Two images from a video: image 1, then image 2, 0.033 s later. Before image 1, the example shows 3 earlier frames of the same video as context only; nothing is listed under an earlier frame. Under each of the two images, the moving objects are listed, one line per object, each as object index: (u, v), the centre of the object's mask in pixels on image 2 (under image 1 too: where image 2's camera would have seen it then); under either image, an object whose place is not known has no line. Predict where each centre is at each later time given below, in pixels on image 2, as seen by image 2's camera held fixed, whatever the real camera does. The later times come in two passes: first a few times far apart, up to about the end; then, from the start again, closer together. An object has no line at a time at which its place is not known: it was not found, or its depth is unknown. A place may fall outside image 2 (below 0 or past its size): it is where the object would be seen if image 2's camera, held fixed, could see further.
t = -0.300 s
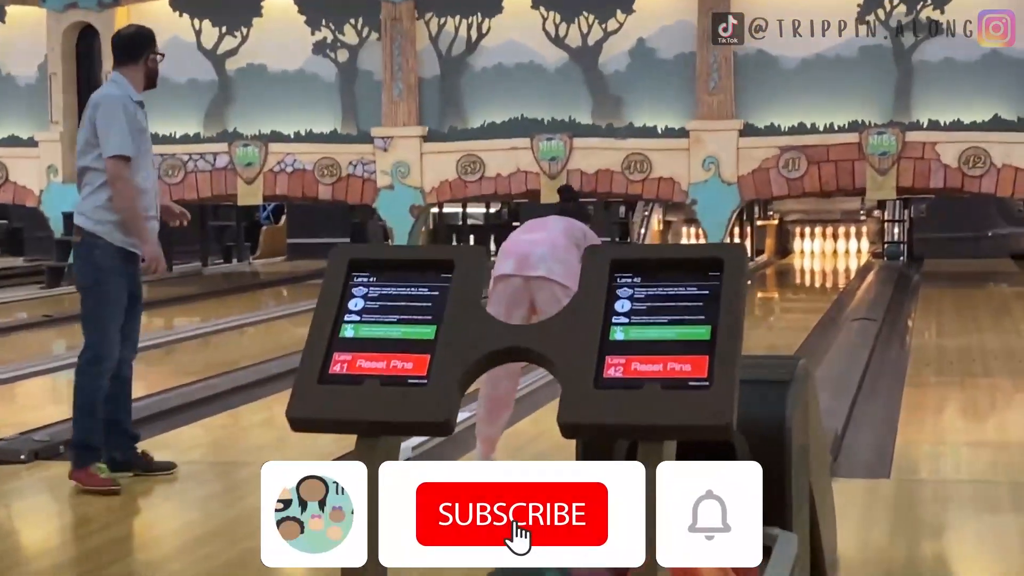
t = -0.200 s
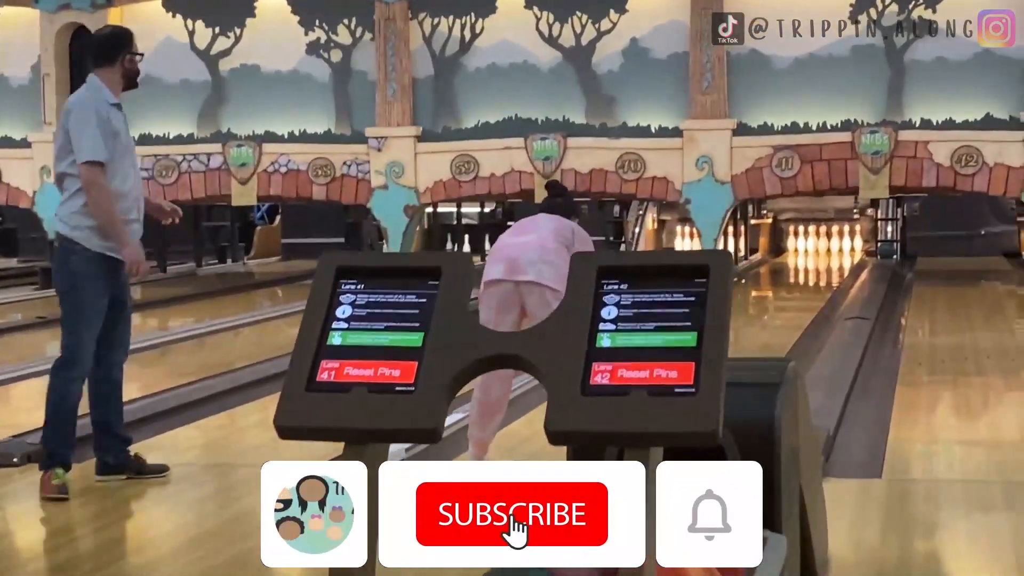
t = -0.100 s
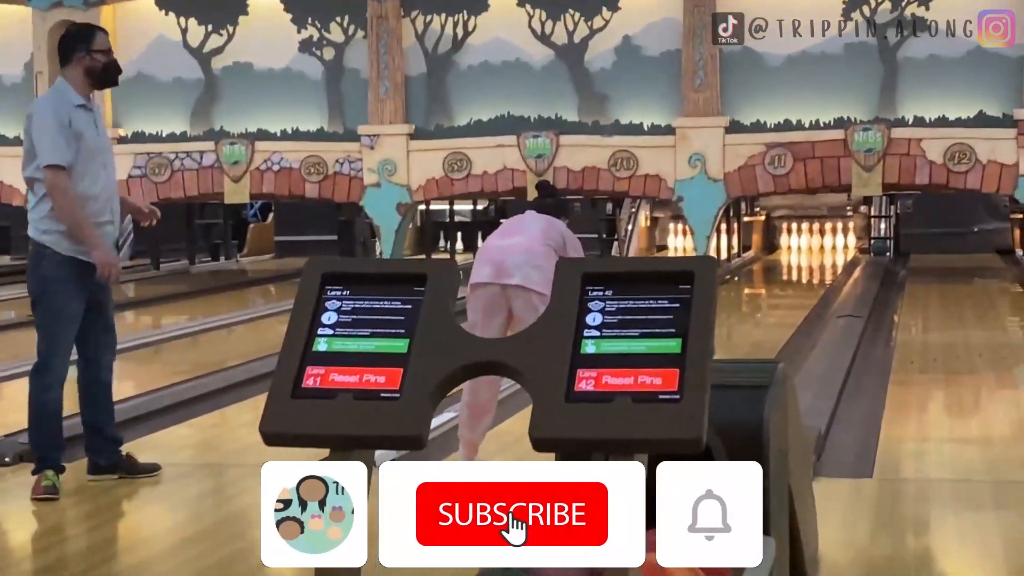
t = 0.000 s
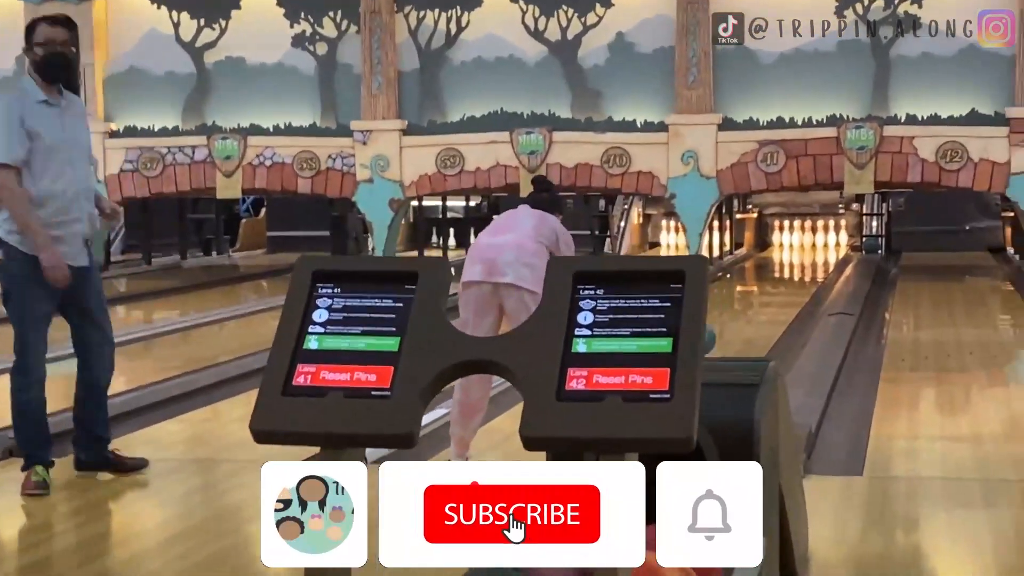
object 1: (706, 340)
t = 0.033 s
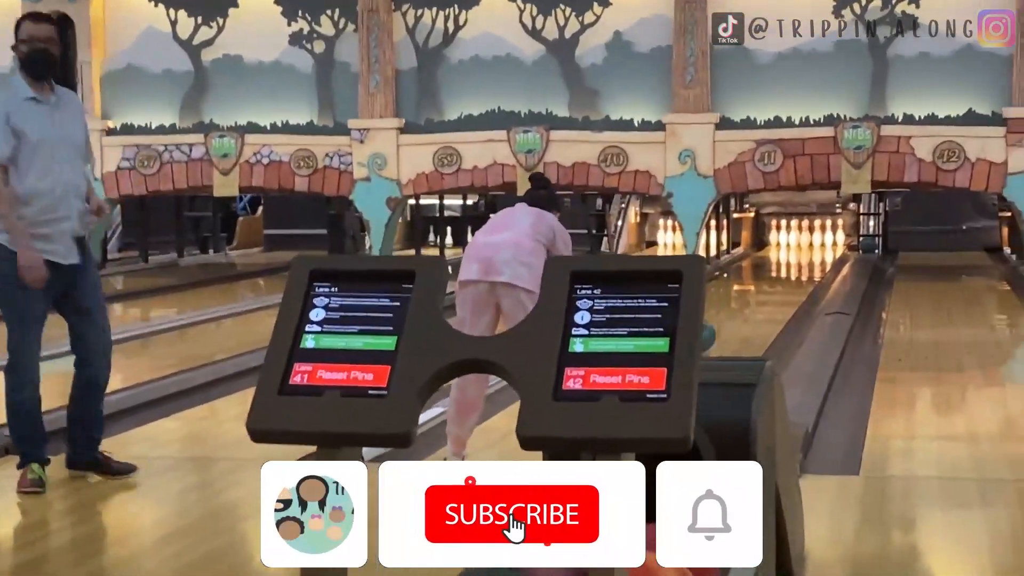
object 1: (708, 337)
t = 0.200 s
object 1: (714, 324)
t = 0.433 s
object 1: (731, 311)
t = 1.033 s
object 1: (764, 284)
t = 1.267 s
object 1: (775, 276)
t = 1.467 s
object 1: (783, 270)
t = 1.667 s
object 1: (790, 265)
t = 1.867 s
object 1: (797, 260)
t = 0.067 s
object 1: (710, 334)
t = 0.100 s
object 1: (711, 329)
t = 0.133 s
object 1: (712, 330)
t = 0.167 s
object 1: (715, 321)
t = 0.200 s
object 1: (714, 324)
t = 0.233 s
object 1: (716, 322)
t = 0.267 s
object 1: (718, 321)
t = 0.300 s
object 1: (721, 319)
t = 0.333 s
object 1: (723, 317)
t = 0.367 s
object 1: (726, 314)
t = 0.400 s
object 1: (728, 313)
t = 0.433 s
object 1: (731, 311)
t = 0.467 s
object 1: (733, 308)
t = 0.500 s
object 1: (735, 306)
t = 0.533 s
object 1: (737, 305)
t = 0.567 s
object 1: (740, 303)
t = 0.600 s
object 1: (742, 302)
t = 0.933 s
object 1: (758, 287)
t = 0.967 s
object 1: (761, 286)
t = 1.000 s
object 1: (764, 284)
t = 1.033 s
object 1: (764, 284)
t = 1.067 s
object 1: (766, 283)
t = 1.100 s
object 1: (768, 280)
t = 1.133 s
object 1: (769, 280)
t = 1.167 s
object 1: (771, 278)
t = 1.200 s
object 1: (773, 277)
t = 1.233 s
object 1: (774, 276)
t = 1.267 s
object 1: (775, 276)
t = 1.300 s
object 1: (777, 275)
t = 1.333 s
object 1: (777, 274)
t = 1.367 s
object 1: (778, 272)
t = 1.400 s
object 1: (781, 272)
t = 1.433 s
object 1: (782, 271)
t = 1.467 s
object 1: (783, 270)
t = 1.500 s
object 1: (785, 269)
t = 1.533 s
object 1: (785, 268)
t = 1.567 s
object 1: (786, 267)
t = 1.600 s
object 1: (788, 266)
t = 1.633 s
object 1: (789, 265)
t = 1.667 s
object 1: (790, 265)
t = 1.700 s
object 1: (791, 265)
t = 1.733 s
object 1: (792, 264)
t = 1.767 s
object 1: (793, 264)
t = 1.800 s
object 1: (794, 262)
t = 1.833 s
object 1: (796, 261)
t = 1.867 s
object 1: (797, 260)
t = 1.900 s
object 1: (798, 259)
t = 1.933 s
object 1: (799, 258)
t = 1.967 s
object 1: (800, 258)
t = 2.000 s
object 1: (801, 257)
